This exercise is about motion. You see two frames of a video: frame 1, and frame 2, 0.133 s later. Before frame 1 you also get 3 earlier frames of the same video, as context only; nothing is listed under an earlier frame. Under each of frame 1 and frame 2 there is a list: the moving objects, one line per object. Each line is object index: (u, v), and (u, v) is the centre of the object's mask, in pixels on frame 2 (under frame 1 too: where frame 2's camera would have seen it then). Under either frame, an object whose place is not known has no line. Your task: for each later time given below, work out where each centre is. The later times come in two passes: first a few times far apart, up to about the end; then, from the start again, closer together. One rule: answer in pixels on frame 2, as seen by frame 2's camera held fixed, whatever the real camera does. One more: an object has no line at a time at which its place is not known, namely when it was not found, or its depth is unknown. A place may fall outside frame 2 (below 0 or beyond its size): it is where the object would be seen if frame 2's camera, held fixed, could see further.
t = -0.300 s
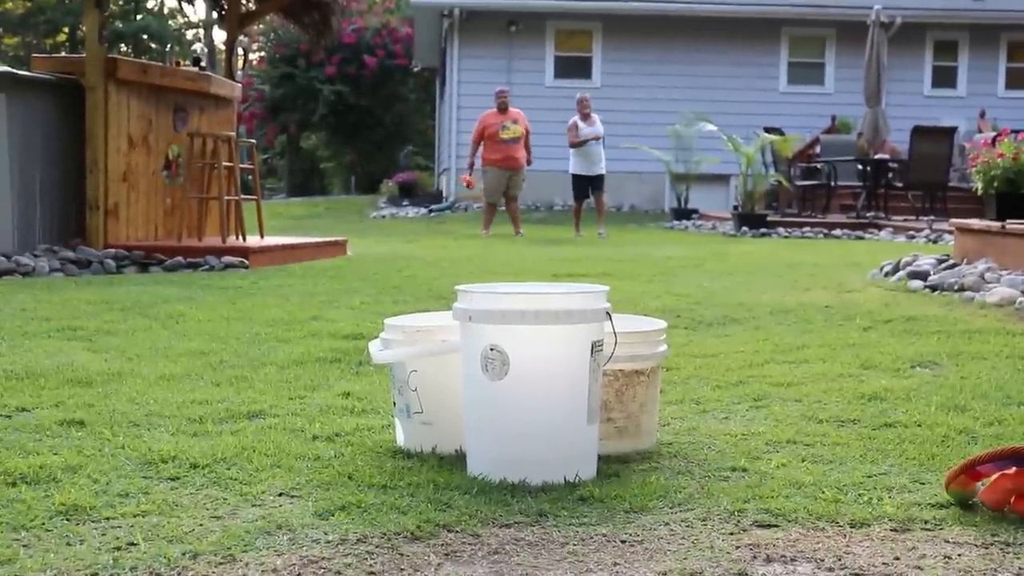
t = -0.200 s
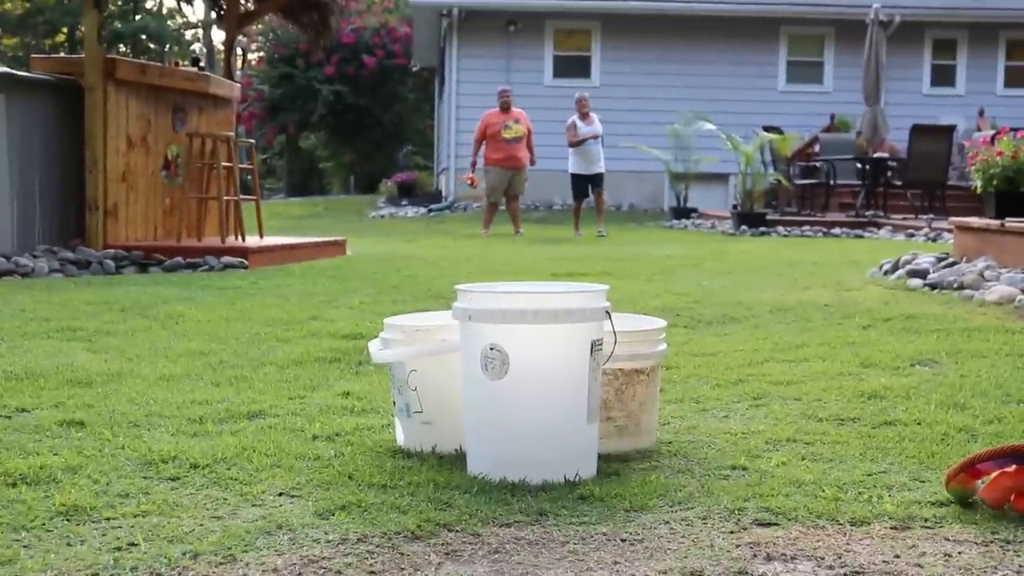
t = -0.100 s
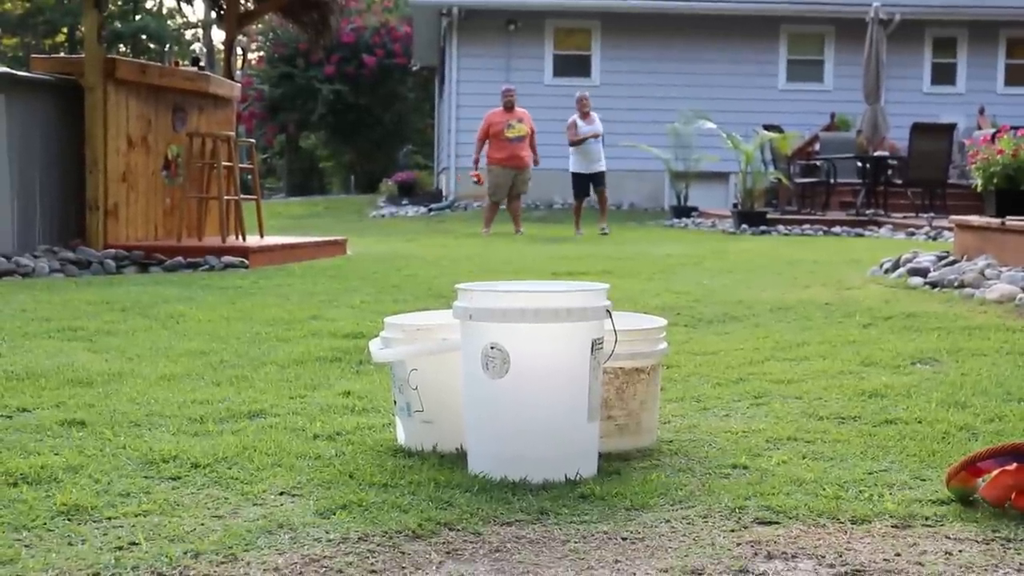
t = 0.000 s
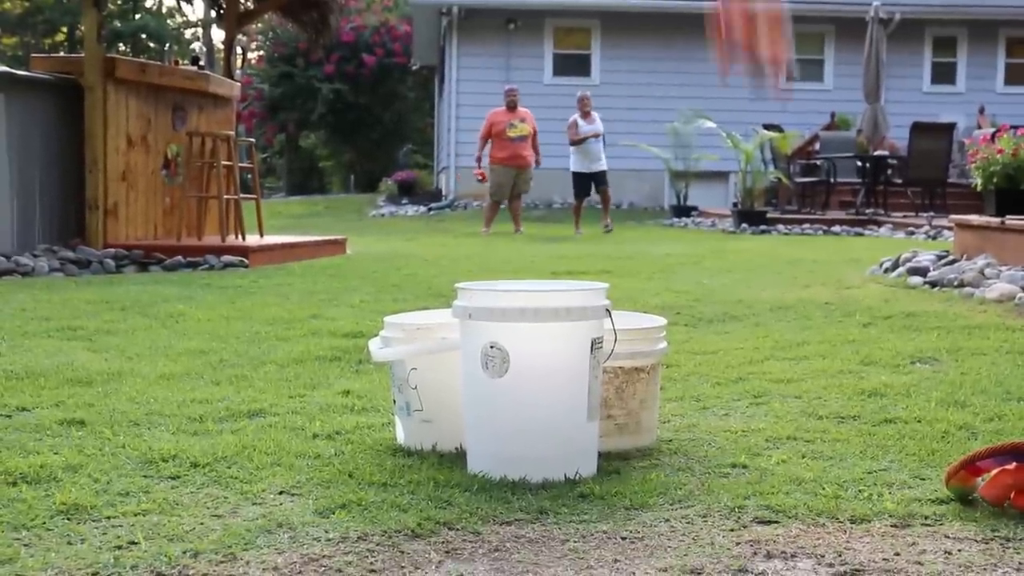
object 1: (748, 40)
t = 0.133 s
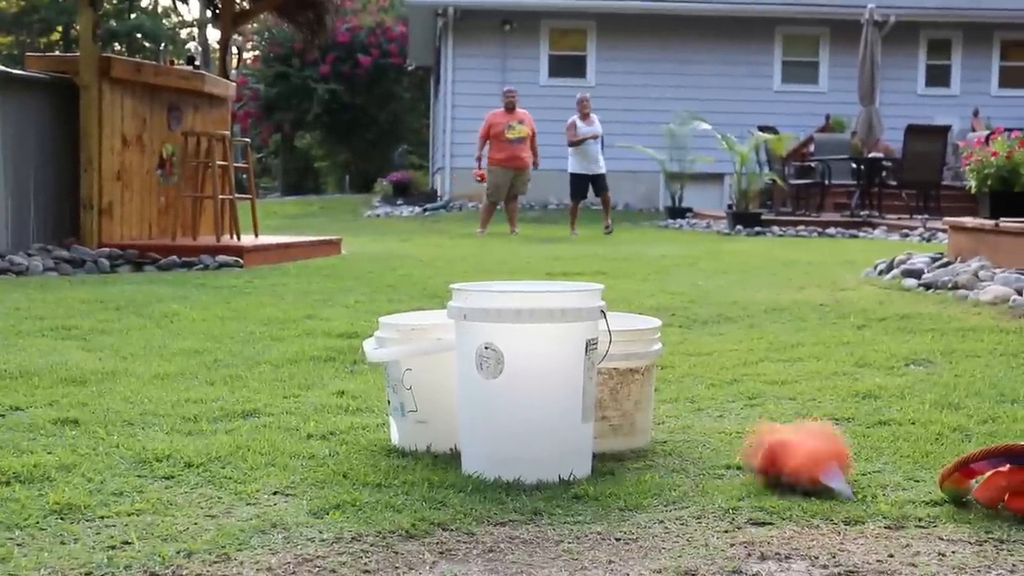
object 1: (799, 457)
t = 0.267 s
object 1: (707, 399)
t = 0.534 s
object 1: (482, 523)
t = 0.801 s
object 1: (368, 547)
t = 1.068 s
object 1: (371, 550)
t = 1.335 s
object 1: (376, 553)
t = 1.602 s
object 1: (375, 552)
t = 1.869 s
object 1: (375, 551)
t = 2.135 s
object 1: (376, 545)
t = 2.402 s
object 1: (376, 545)
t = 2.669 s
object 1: (376, 545)
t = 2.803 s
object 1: (376, 546)
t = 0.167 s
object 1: (784, 433)
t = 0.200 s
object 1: (757, 416)
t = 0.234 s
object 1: (731, 405)
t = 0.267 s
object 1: (707, 399)
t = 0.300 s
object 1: (683, 403)
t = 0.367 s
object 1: (635, 428)
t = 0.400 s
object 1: (594, 446)
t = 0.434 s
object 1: (559, 472)
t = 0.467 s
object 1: (520, 517)
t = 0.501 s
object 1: (491, 538)
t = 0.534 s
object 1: (482, 523)
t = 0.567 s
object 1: (463, 517)
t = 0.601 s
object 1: (446, 513)
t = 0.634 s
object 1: (428, 515)
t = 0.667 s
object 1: (409, 527)
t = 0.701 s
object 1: (392, 540)
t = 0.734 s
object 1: (376, 550)
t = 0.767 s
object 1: (373, 549)
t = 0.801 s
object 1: (368, 547)
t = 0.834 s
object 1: (364, 548)
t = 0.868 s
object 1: (362, 547)
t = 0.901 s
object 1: (364, 548)
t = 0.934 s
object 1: (366, 547)
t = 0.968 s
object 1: (367, 546)
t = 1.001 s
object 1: (369, 546)
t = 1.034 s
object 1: (370, 547)
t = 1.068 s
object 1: (371, 550)
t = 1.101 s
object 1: (374, 552)
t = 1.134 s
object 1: (375, 553)
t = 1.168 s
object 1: (377, 553)
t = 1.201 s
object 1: (377, 553)
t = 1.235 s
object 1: (377, 553)
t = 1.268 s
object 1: (377, 553)
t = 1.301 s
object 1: (377, 553)
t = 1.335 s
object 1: (376, 553)
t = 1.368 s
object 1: (375, 552)
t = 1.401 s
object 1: (375, 552)
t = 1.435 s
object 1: (375, 552)
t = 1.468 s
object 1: (375, 552)
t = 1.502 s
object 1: (375, 552)
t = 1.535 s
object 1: (375, 552)
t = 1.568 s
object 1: (375, 552)
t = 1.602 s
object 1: (375, 552)
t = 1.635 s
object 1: (375, 552)
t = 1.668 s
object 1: (375, 552)
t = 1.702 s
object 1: (375, 552)
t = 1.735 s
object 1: (375, 552)
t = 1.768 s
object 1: (375, 551)
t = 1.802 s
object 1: (375, 551)
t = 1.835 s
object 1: (375, 551)
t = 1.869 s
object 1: (375, 551)
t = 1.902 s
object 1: (375, 550)
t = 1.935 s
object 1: (375, 549)
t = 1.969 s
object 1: (375, 549)
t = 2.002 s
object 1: (376, 548)
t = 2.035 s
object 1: (376, 547)
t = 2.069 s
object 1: (376, 547)
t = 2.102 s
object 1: (376, 546)
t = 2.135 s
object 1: (376, 545)
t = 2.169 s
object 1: (376, 545)
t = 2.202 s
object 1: (376, 545)
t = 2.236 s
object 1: (376, 545)
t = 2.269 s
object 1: (376, 545)
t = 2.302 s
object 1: (376, 545)
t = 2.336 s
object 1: (376, 545)
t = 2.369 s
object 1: (376, 545)
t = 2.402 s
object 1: (376, 545)
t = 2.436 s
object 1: (376, 546)
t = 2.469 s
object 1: (376, 545)
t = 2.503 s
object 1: (376, 545)
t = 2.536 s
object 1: (376, 545)
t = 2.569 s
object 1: (376, 545)
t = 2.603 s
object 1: (376, 545)
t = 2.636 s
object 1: (376, 545)
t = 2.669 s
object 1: (376, 545)
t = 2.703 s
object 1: (376, 546)
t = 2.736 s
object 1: (376, 546)
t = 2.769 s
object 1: (376, 546)
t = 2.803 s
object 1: (376, 546)
